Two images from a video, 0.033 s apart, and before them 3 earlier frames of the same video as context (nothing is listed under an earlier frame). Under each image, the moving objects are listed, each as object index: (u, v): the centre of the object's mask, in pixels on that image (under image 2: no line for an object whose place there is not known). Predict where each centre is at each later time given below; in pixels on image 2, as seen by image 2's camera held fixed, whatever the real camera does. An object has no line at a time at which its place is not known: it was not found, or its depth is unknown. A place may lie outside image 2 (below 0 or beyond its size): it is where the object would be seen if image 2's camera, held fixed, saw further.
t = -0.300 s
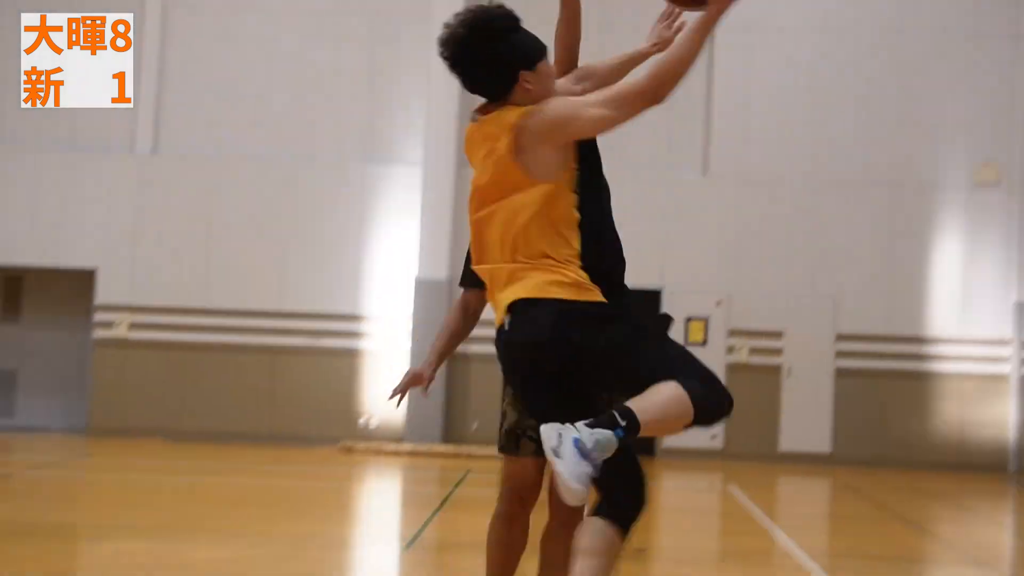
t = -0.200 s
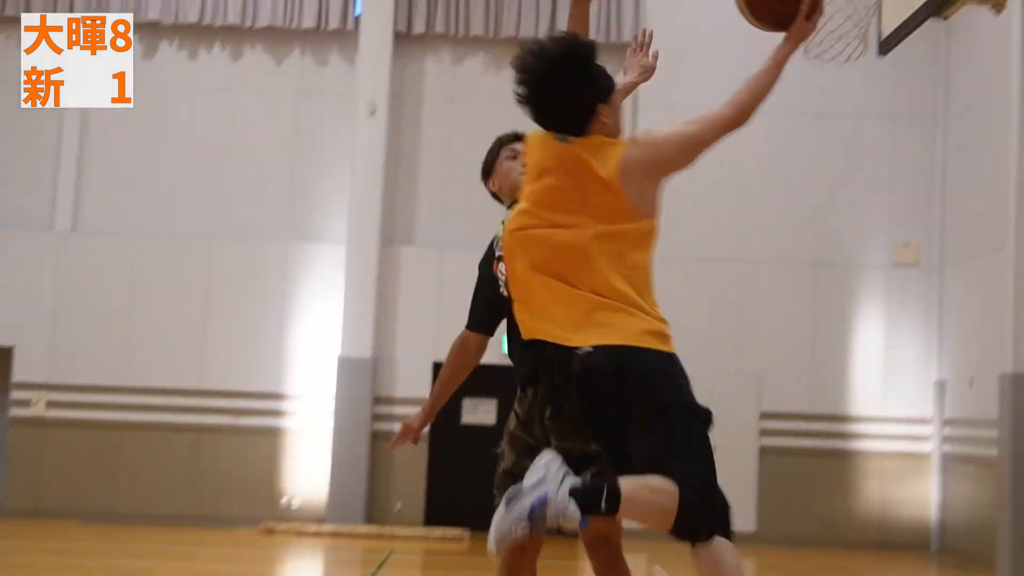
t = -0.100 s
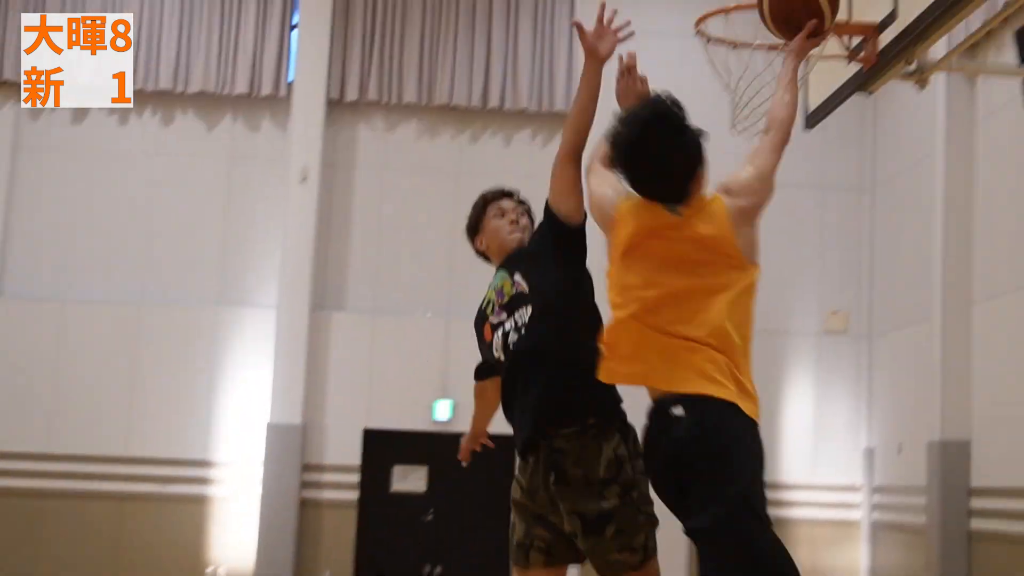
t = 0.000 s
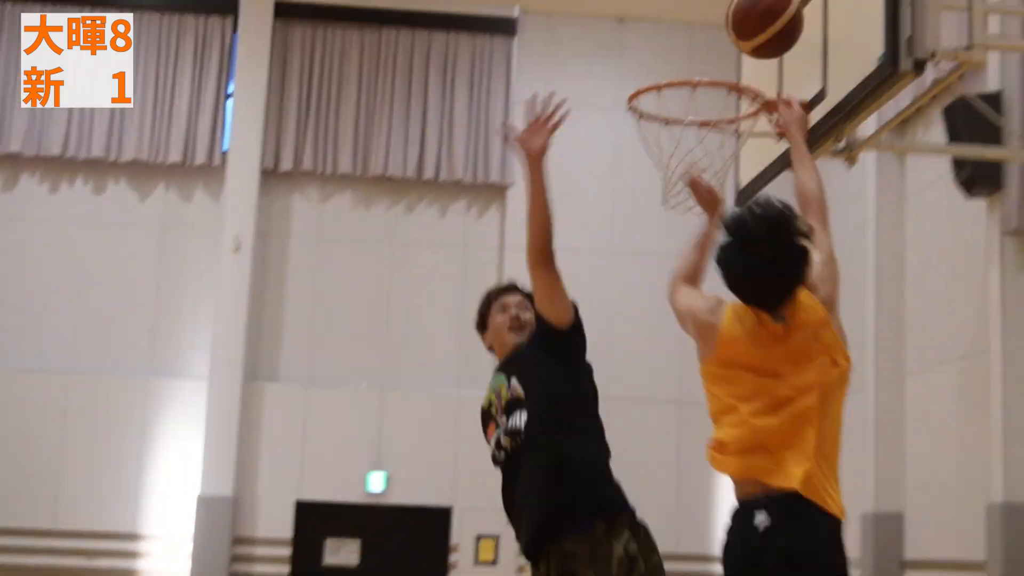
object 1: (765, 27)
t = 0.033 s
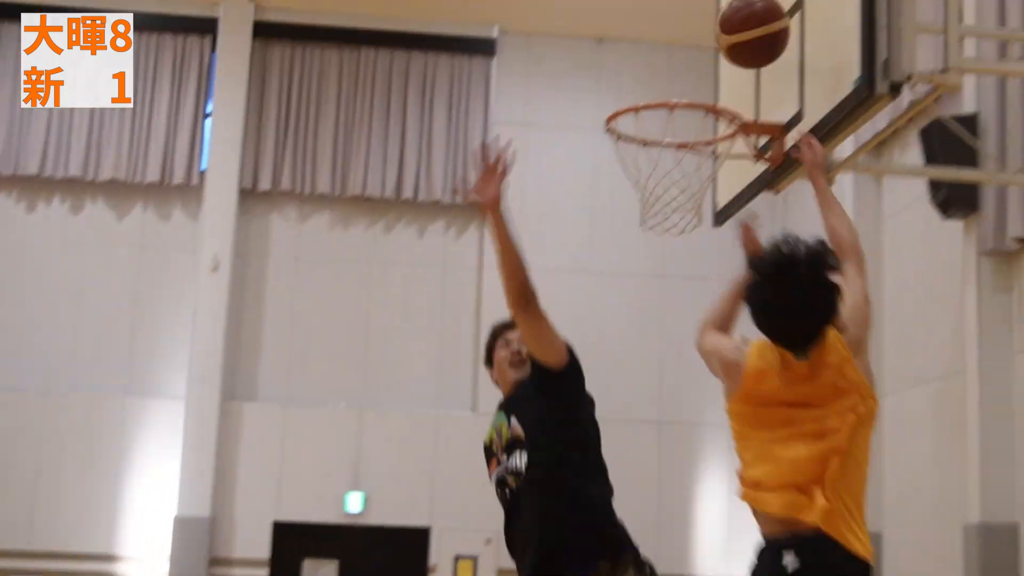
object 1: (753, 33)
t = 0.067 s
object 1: (761, 22)
